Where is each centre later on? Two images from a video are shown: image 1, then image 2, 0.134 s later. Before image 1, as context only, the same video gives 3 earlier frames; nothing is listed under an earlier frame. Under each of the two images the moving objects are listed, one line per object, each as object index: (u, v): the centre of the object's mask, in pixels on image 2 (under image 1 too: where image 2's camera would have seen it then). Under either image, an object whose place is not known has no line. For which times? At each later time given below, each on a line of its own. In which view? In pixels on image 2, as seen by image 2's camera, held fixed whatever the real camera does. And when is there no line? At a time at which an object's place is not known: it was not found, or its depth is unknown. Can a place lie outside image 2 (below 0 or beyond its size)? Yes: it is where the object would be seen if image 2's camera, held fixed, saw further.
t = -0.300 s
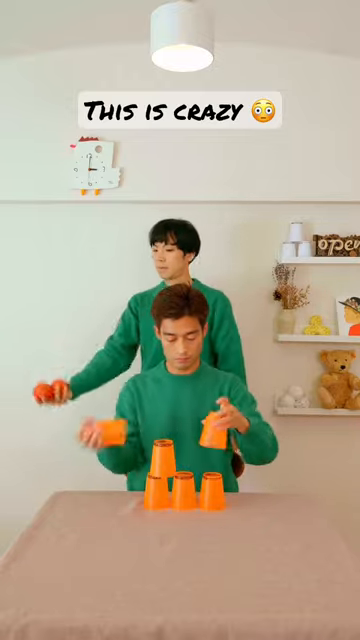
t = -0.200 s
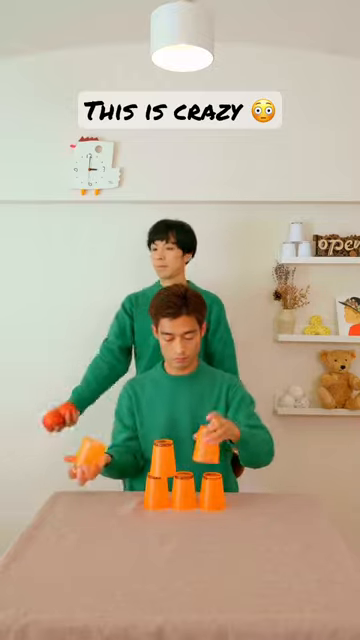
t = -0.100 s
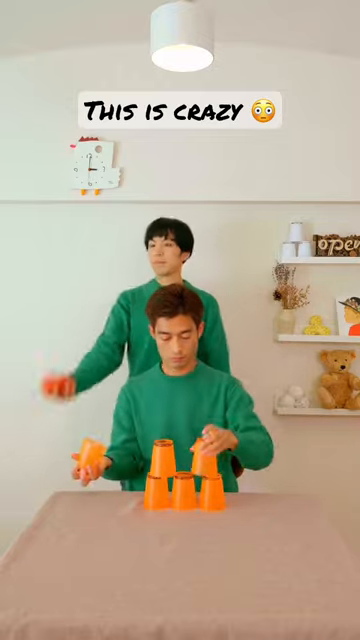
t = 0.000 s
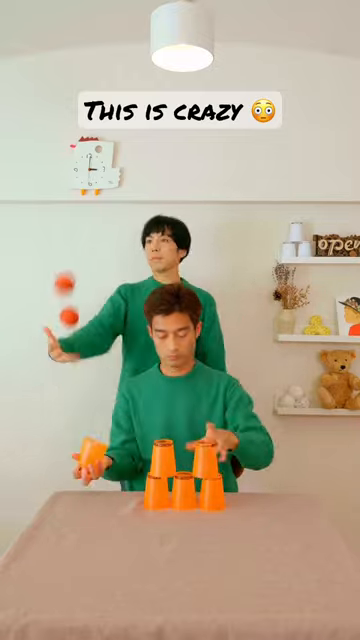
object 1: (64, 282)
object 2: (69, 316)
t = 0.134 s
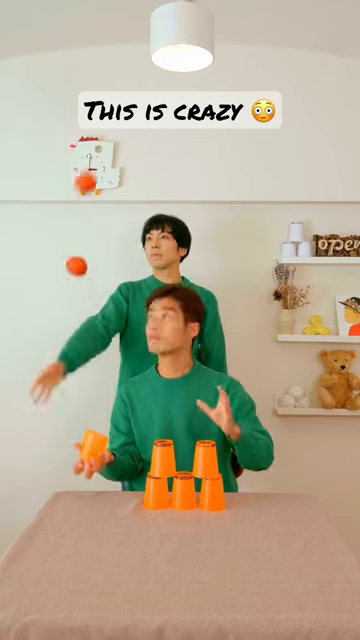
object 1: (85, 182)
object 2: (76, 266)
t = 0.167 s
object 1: (90, 164)
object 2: (78, 261)
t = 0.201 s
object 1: (96, 149)
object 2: (80, 259)
